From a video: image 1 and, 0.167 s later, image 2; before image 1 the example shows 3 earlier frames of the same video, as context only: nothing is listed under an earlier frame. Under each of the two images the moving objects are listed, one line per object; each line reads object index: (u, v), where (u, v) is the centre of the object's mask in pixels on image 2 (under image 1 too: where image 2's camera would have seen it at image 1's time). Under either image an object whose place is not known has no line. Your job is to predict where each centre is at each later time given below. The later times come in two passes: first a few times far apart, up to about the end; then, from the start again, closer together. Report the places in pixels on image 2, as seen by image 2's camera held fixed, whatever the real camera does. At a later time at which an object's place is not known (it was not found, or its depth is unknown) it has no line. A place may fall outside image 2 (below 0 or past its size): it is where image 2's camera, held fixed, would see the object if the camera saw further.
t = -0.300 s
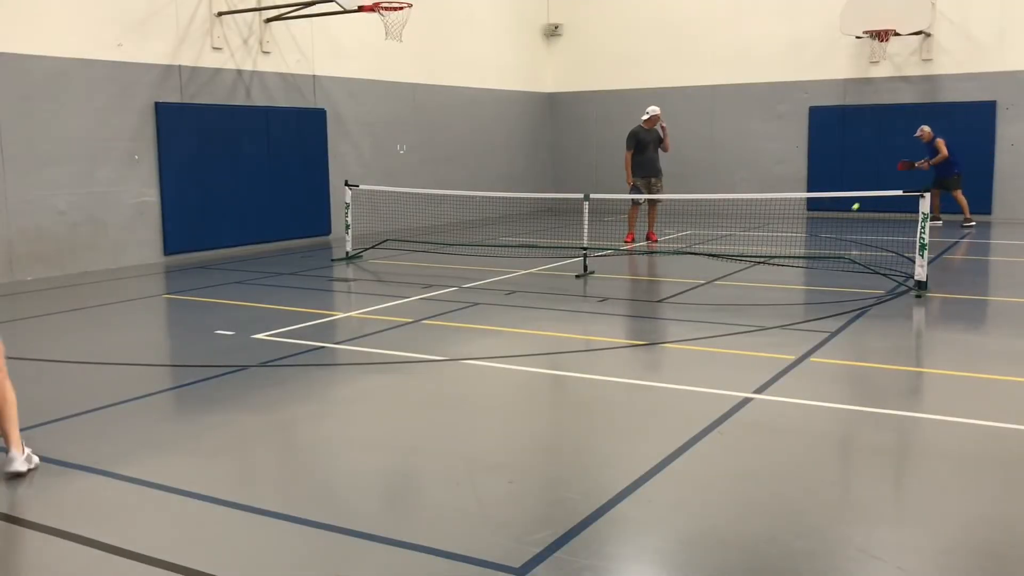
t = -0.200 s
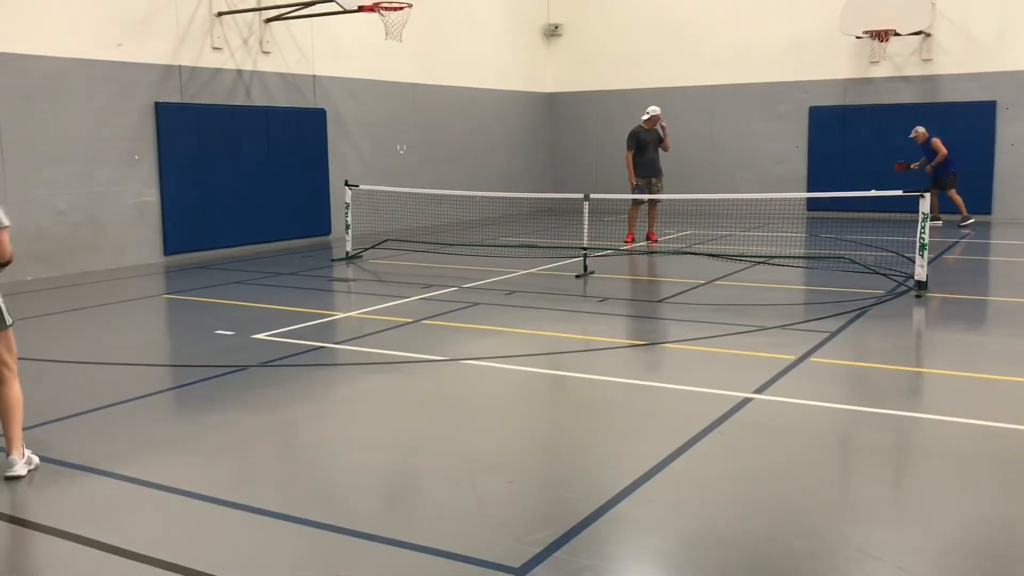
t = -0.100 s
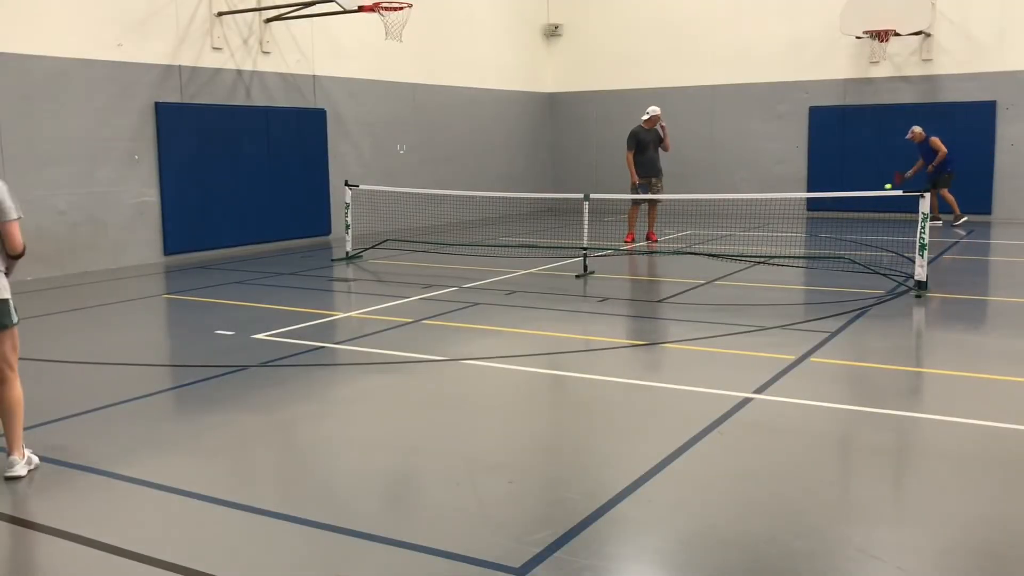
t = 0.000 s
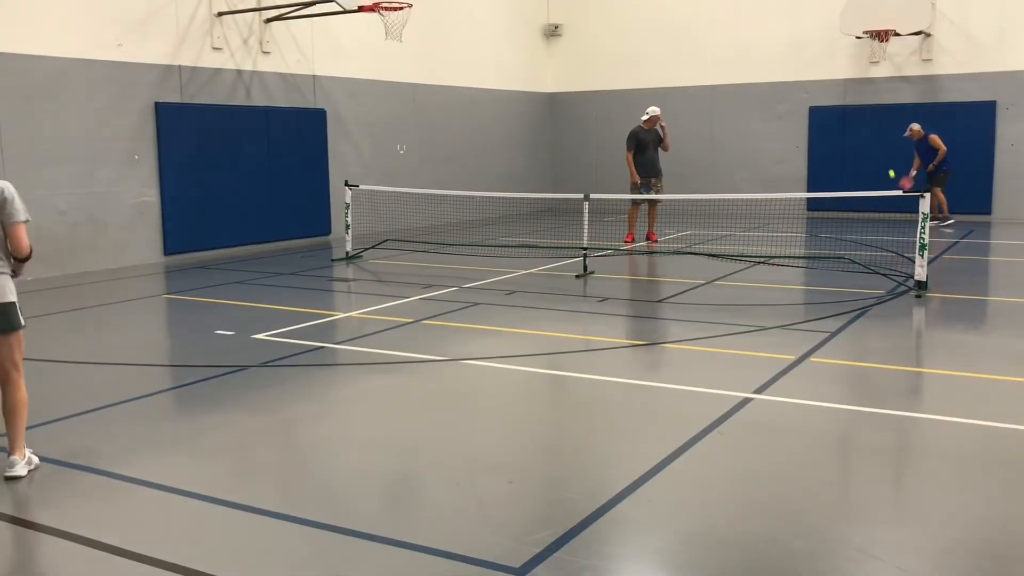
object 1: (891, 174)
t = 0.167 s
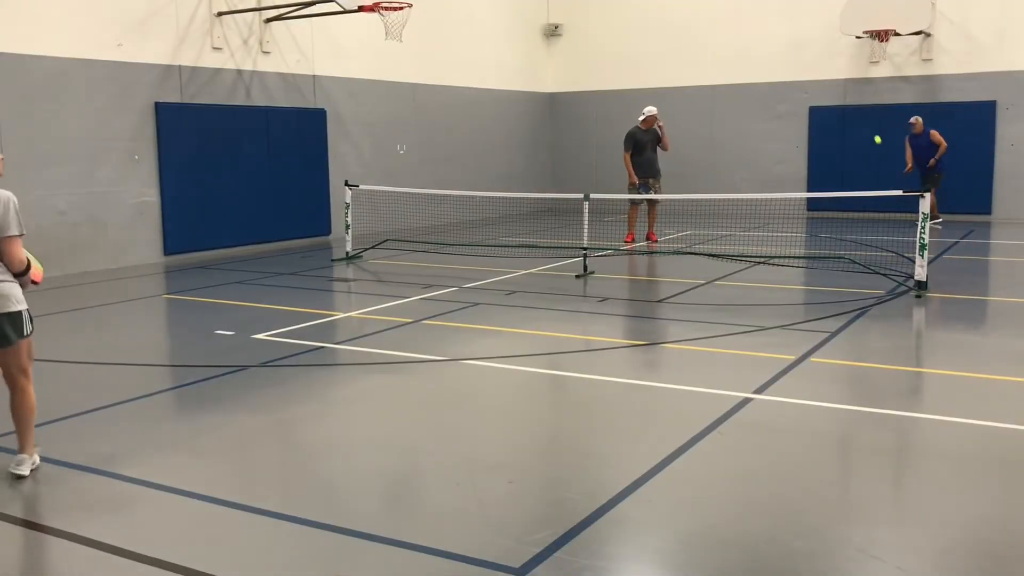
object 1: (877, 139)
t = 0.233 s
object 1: (870, 129)
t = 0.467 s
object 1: (838, 110)
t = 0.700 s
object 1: (790, 135)
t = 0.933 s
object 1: (716, 231)
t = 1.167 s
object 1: (623, 344)
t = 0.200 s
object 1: (874, 134)
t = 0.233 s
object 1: (870, 129)
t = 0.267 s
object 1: (866, 124)
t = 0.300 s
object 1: (862, 120)
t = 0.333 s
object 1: (858, 117)
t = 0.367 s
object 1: (853, 114)
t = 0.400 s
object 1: (849, 112)
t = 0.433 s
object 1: (843, 111)
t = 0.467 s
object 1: (838, 110)
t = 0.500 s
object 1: (832, 111)
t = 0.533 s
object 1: (826, 112)
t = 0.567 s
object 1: (820, 114)
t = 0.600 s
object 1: (813, 118)
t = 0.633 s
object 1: (805, 122)
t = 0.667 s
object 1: (798, 128)
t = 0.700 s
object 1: (790, 135)
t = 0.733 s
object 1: (781, 144)
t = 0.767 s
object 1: (772, 154)
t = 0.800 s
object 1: (762, 165)
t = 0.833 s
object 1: (752, 179)
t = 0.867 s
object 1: (741, 194)
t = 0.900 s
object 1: (729, 212)
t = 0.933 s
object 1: (716, 231)
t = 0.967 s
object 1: (703, 253)
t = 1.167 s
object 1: (623, 344)
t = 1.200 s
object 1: (614, 333)
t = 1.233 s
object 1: (605, 326)
